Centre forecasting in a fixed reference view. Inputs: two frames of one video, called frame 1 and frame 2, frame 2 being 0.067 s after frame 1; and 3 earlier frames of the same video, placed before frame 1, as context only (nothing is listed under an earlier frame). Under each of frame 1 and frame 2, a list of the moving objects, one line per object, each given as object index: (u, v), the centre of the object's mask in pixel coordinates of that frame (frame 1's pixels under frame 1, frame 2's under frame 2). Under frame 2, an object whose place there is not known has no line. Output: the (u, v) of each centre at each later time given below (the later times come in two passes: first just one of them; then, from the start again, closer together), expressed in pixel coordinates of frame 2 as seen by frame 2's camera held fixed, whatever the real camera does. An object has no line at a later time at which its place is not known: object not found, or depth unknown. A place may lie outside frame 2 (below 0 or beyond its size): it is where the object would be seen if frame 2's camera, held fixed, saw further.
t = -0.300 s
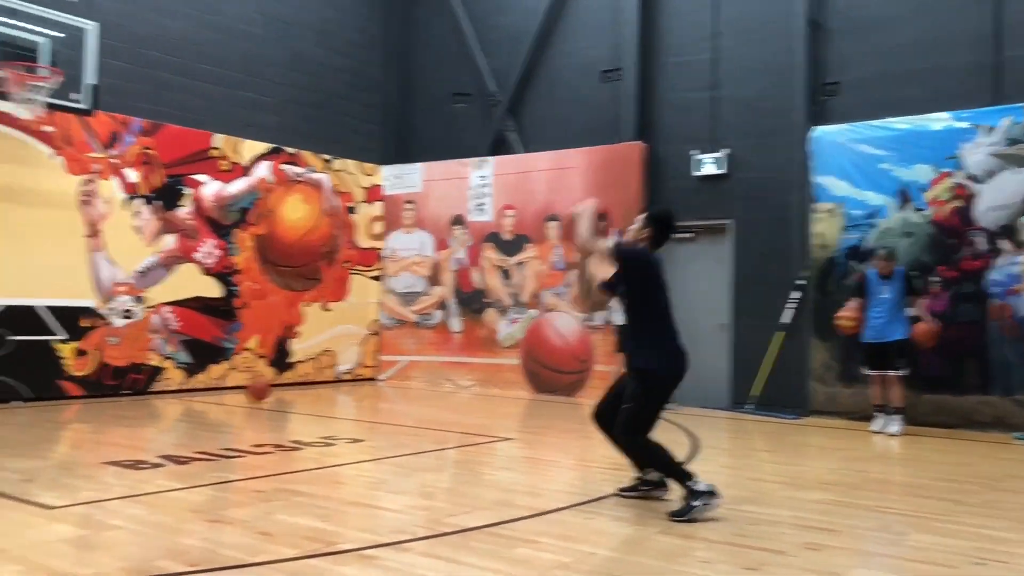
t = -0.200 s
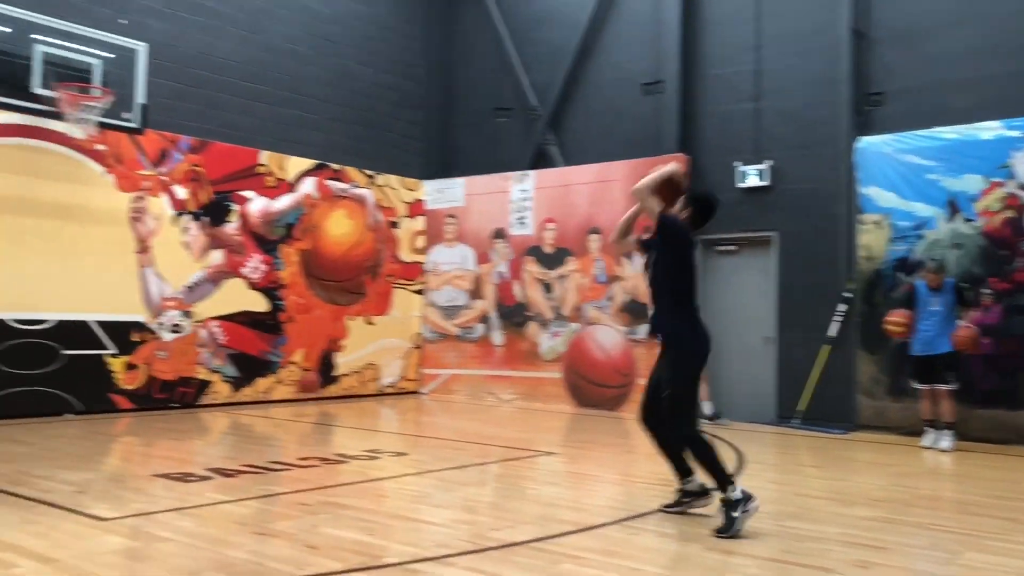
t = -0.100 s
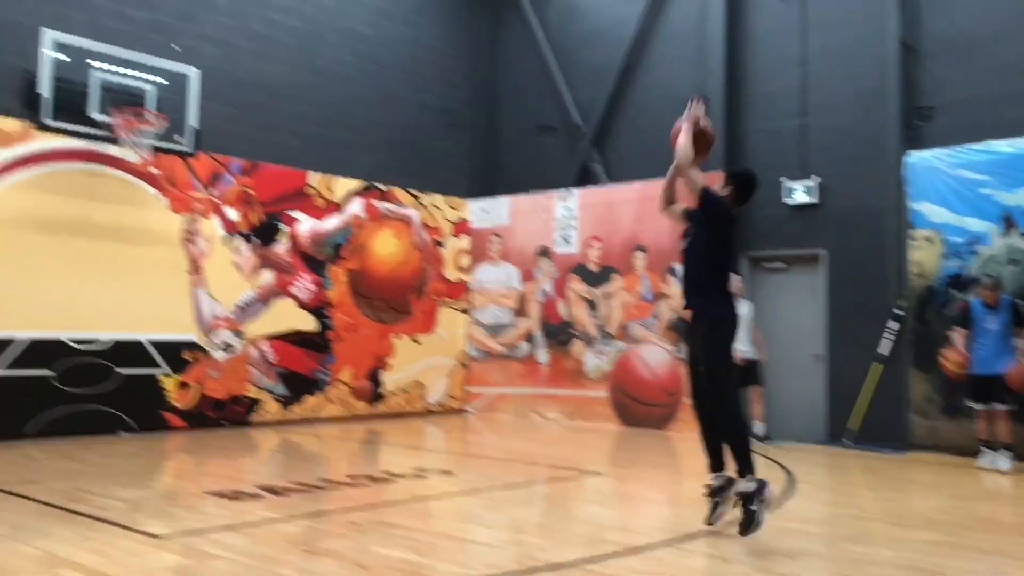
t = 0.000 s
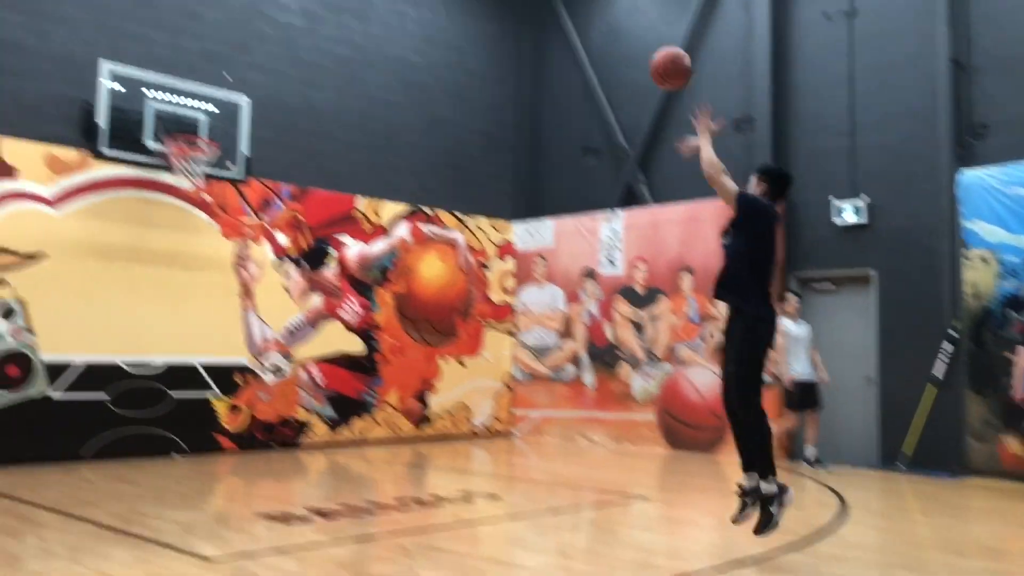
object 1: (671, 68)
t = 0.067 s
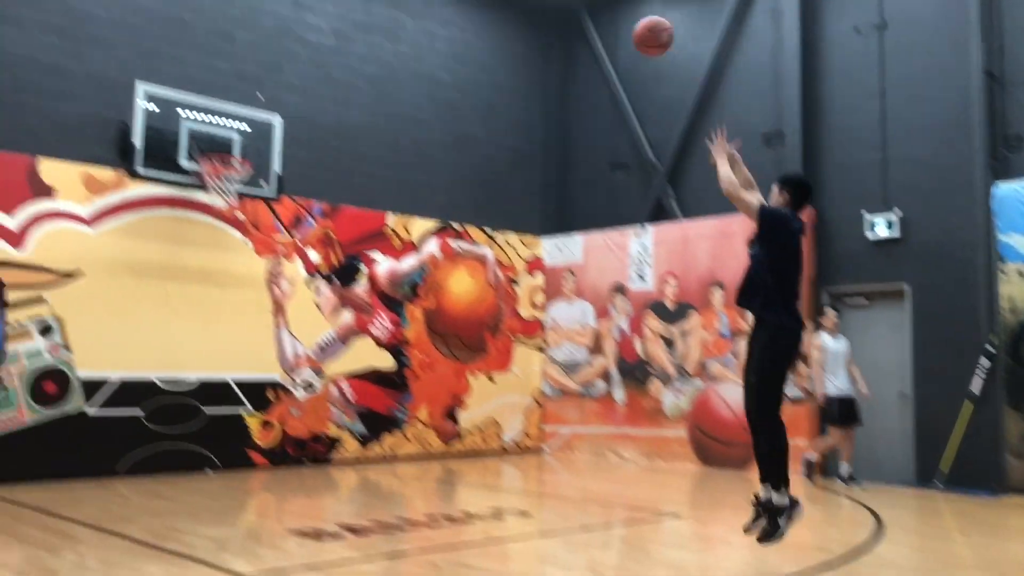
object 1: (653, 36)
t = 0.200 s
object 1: (570, -23)
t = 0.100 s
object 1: (630, 16)
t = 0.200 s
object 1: (570, -23)
